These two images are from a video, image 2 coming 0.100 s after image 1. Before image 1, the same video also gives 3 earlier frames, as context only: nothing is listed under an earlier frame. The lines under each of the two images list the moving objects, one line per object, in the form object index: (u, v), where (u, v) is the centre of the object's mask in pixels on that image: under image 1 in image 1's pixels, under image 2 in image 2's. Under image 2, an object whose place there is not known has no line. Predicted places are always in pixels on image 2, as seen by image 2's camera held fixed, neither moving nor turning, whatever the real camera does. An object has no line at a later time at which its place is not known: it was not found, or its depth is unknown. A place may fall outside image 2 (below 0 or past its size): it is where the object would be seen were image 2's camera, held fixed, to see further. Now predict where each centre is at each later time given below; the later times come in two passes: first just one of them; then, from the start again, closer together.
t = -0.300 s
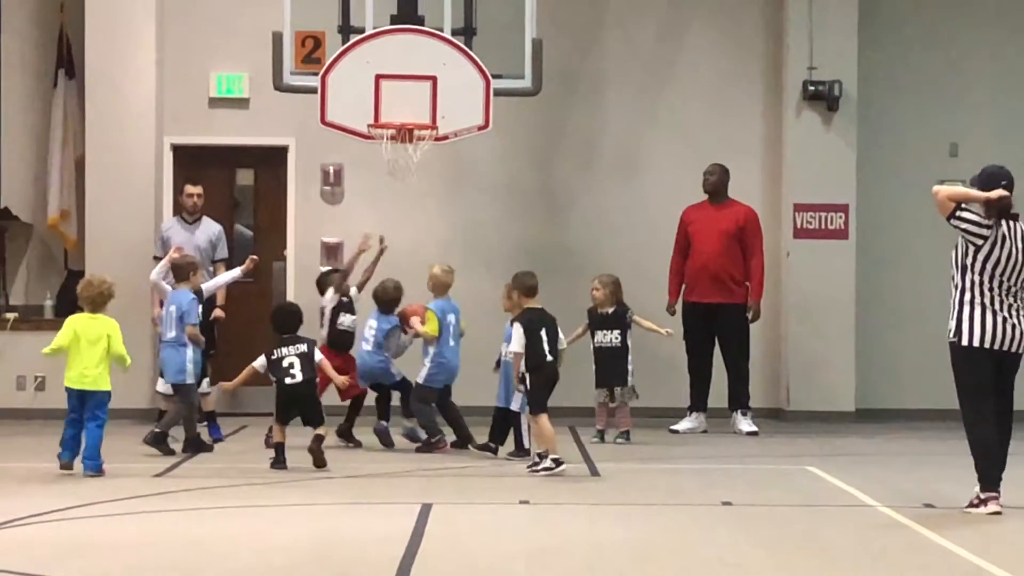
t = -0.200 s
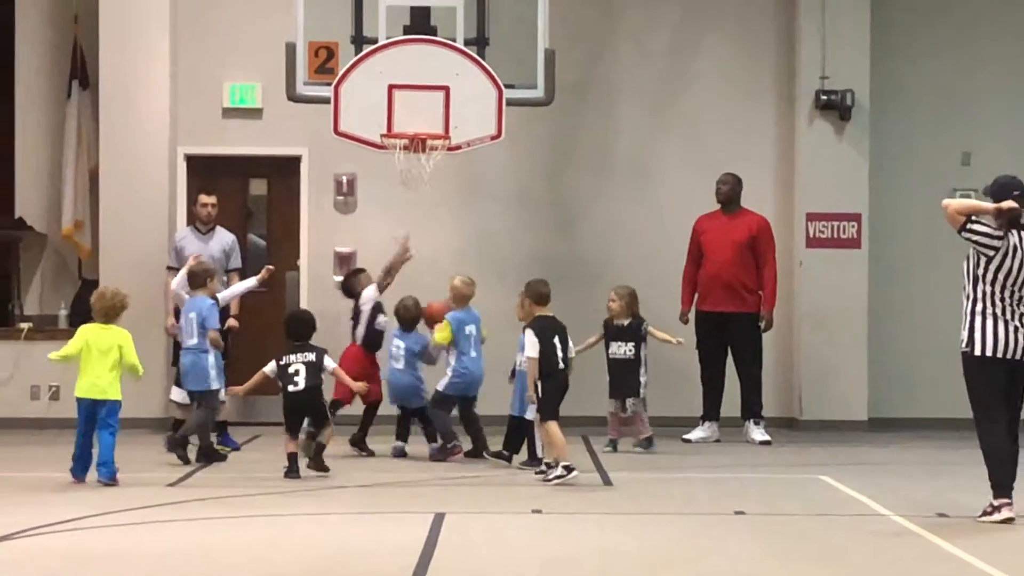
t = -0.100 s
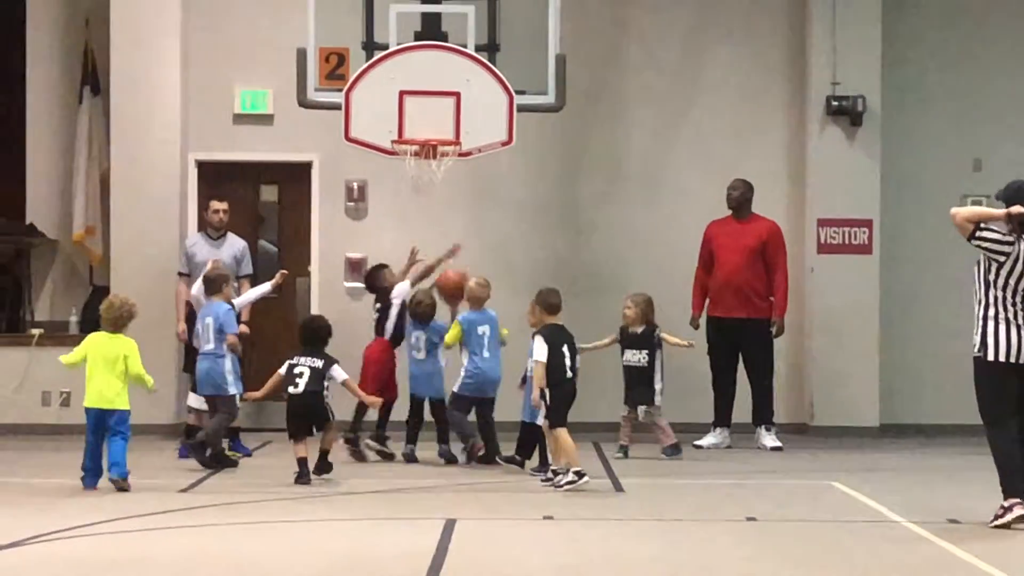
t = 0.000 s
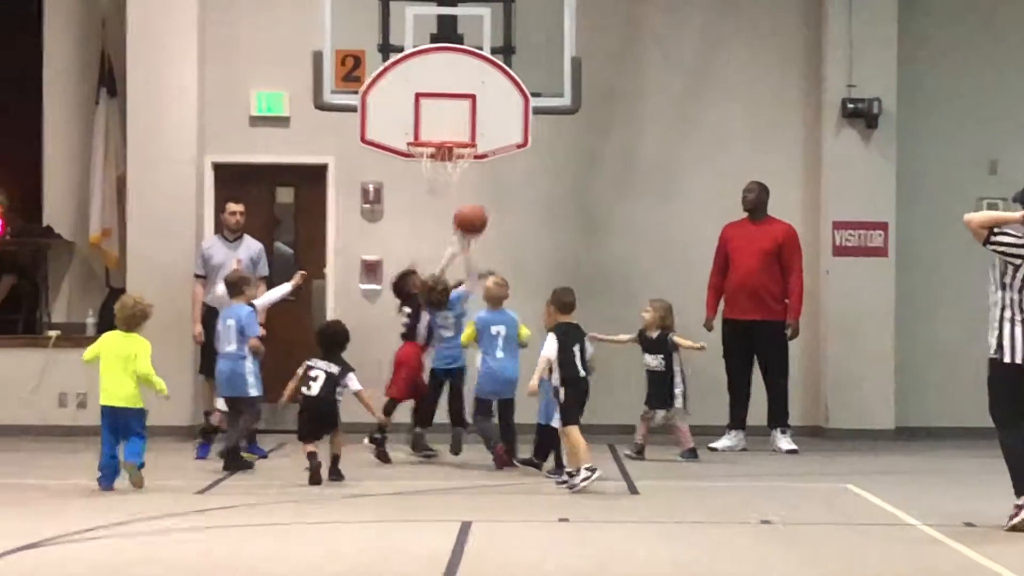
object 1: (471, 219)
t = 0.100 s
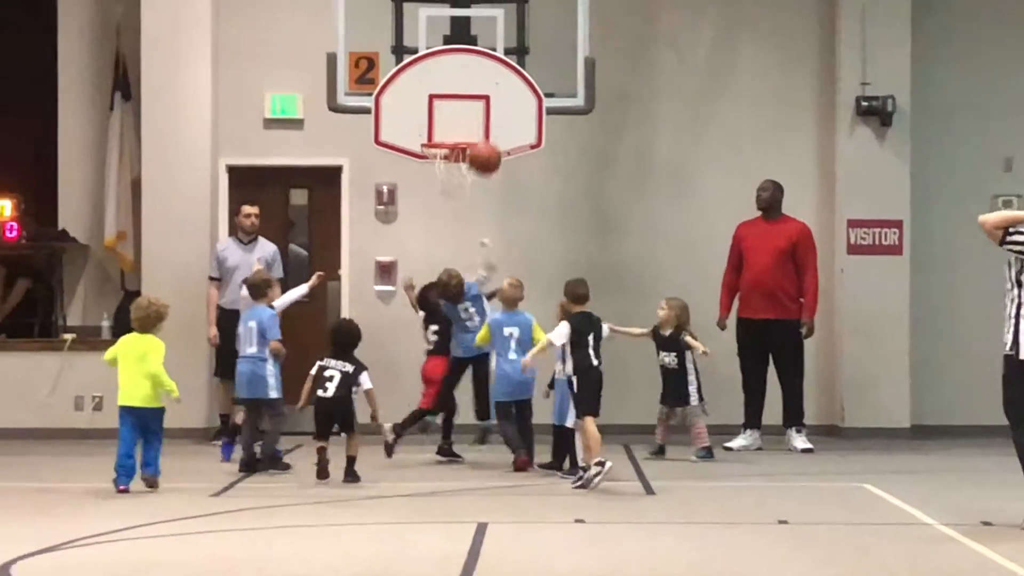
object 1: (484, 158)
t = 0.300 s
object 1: (483, 80)
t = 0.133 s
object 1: (484, 141)
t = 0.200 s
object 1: (483, 111)
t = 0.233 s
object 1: (483, 99)
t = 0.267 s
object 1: (483, 89)
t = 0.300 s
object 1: (483, 80)
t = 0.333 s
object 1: (483, 73)
